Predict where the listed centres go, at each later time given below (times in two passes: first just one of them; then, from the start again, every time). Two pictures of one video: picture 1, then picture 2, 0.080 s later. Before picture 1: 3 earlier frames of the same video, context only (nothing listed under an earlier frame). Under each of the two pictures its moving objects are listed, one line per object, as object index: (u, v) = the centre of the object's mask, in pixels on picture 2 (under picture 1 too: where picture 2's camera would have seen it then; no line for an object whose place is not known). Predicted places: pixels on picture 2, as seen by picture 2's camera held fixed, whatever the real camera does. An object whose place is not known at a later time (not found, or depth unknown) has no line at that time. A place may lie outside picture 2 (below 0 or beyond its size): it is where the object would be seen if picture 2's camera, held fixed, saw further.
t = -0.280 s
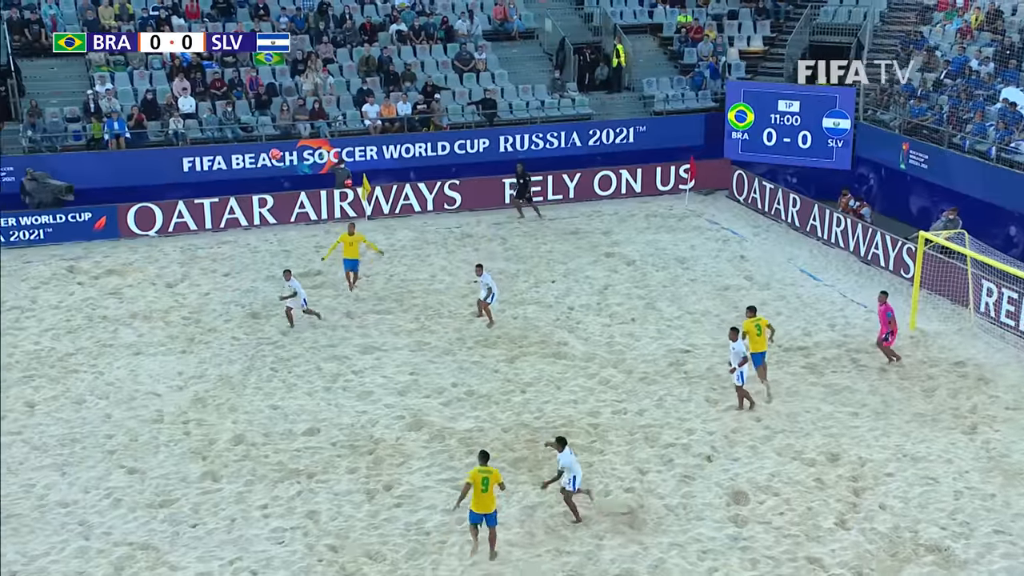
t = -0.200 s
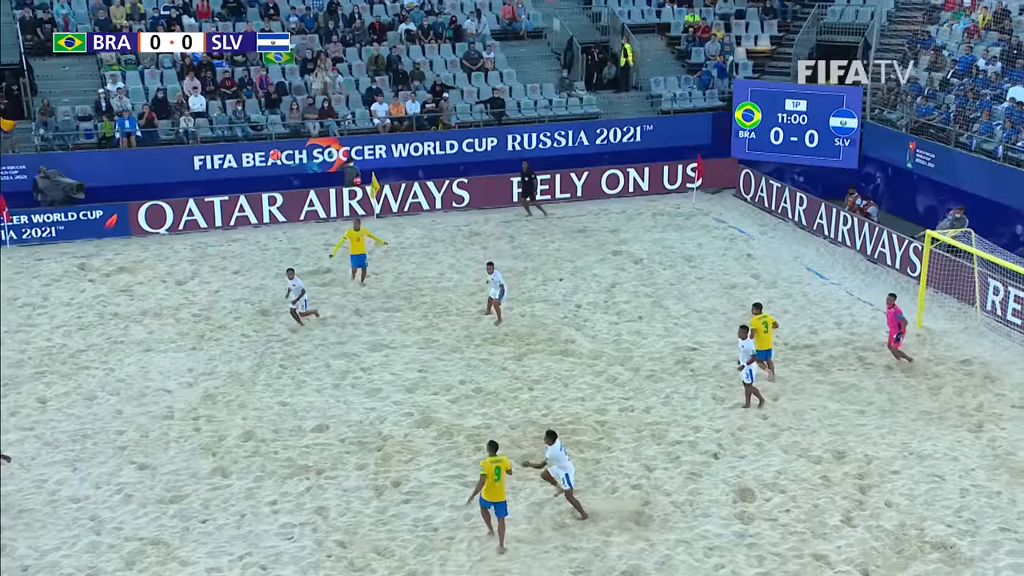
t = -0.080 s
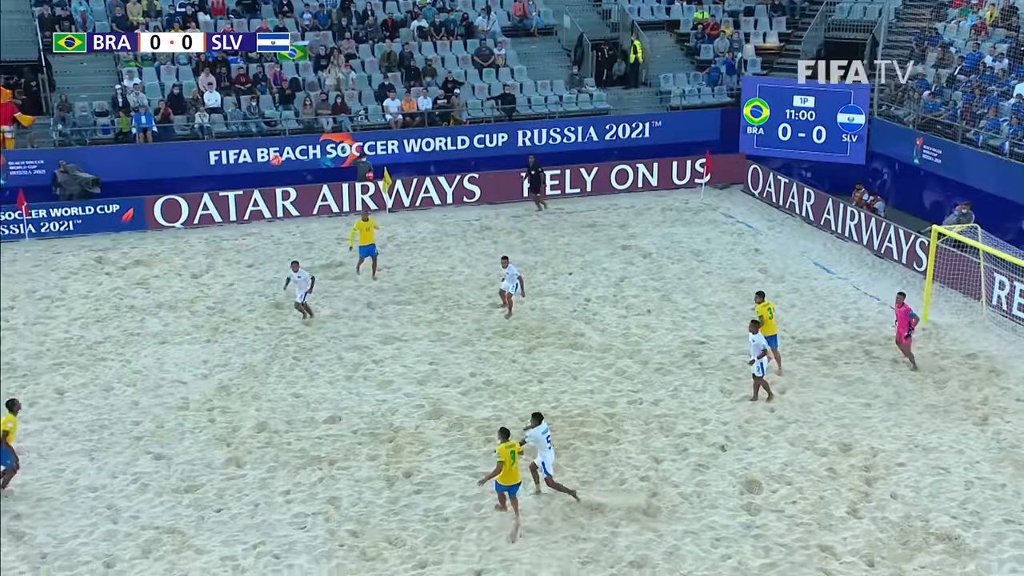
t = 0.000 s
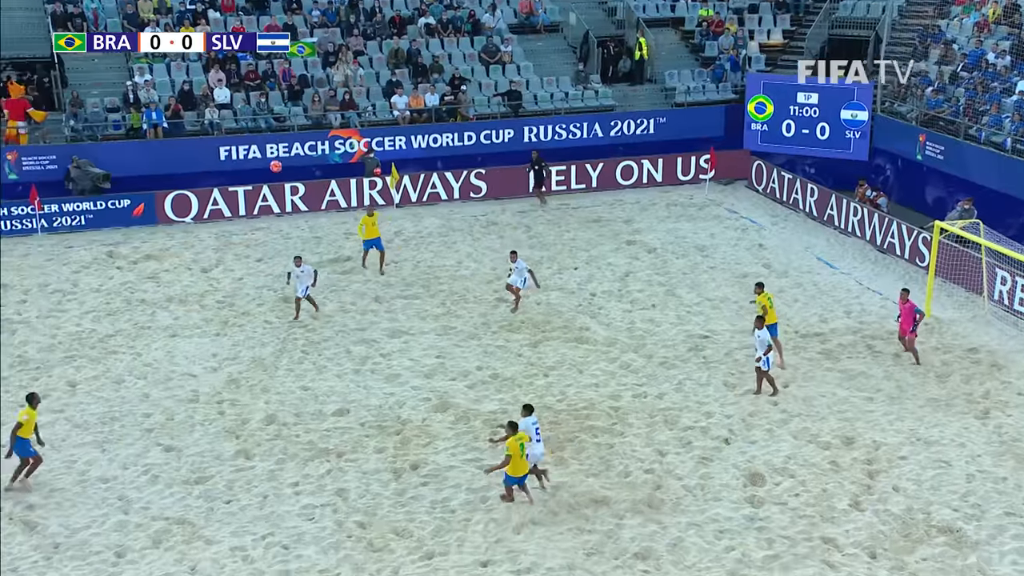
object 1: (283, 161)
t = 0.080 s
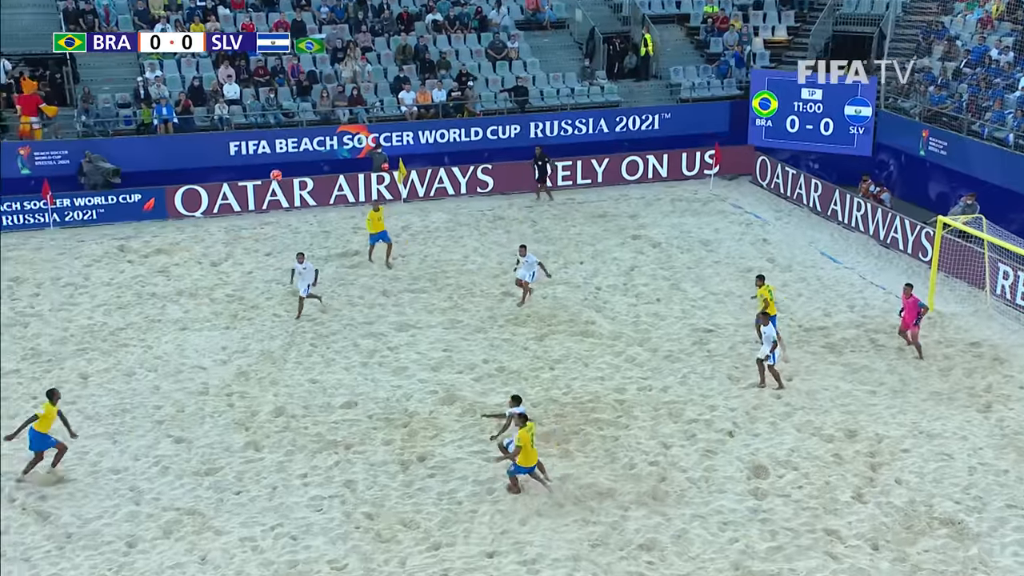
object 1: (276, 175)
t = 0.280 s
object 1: (256, 227)
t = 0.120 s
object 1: (272, 184)
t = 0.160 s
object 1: (268, 193)
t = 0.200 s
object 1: (264, 203)
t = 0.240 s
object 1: (260, 215)
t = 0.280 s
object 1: (256, 227)
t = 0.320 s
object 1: (252, 240)
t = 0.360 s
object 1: (248, 255)
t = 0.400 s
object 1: (244, 270)
